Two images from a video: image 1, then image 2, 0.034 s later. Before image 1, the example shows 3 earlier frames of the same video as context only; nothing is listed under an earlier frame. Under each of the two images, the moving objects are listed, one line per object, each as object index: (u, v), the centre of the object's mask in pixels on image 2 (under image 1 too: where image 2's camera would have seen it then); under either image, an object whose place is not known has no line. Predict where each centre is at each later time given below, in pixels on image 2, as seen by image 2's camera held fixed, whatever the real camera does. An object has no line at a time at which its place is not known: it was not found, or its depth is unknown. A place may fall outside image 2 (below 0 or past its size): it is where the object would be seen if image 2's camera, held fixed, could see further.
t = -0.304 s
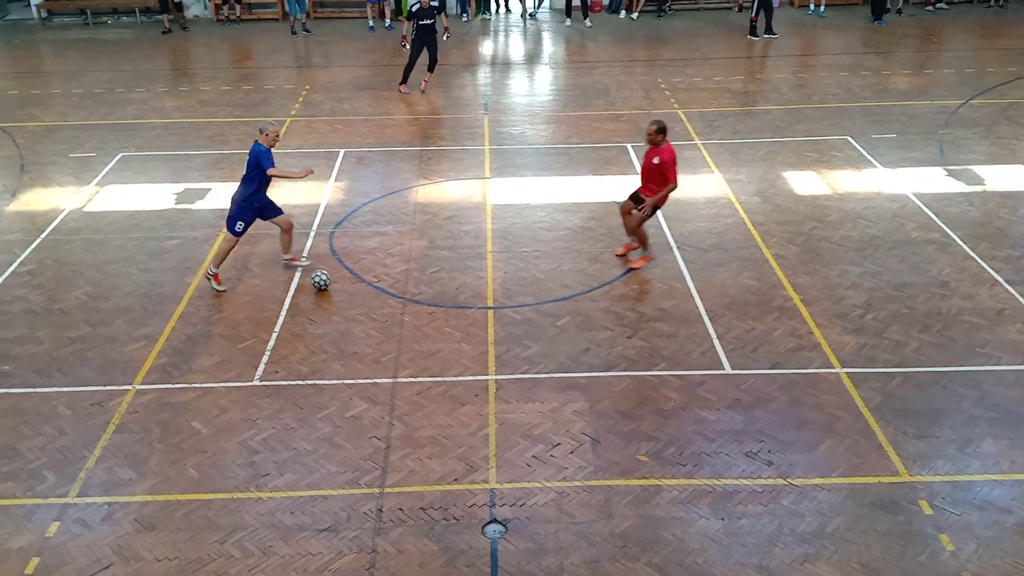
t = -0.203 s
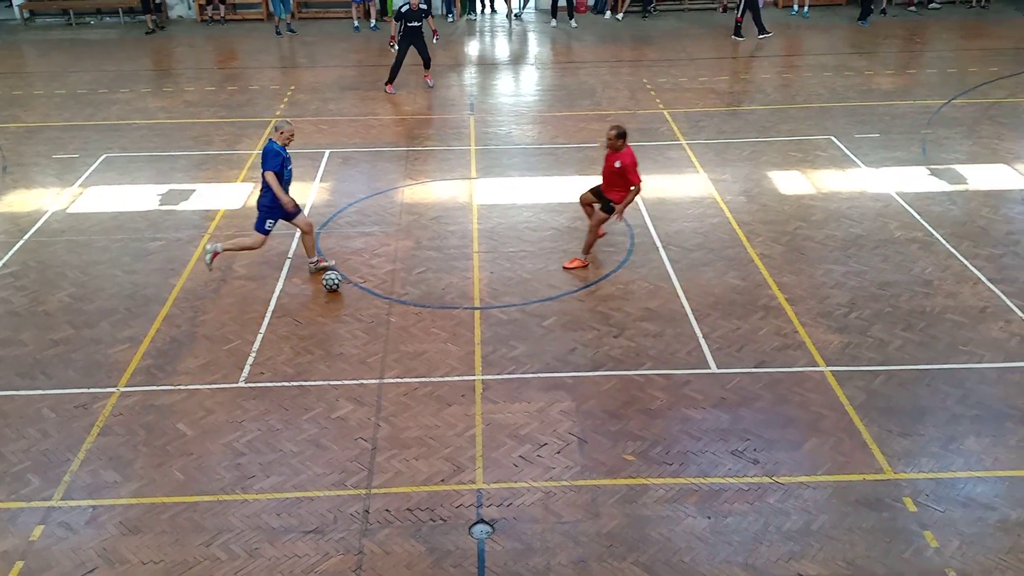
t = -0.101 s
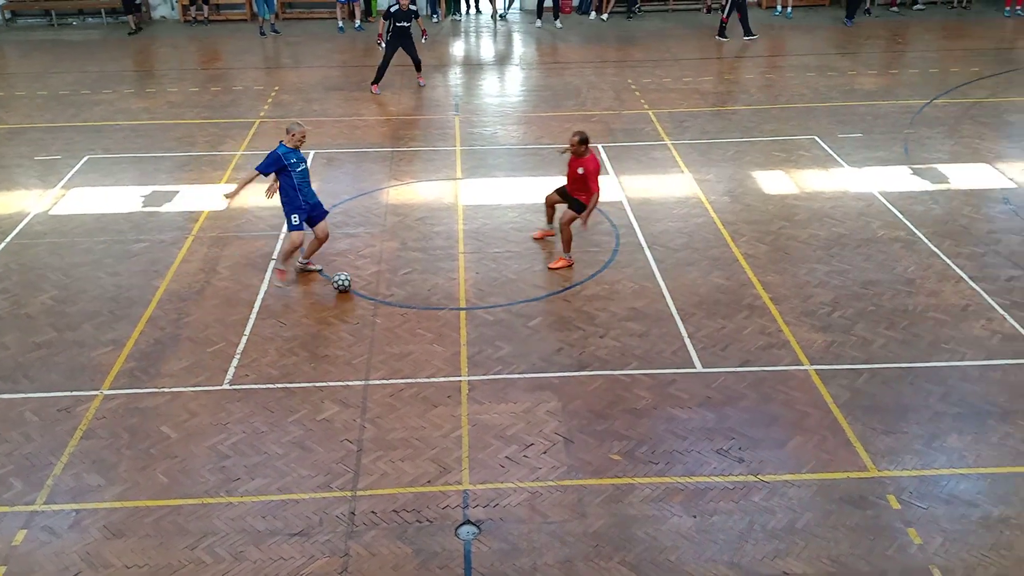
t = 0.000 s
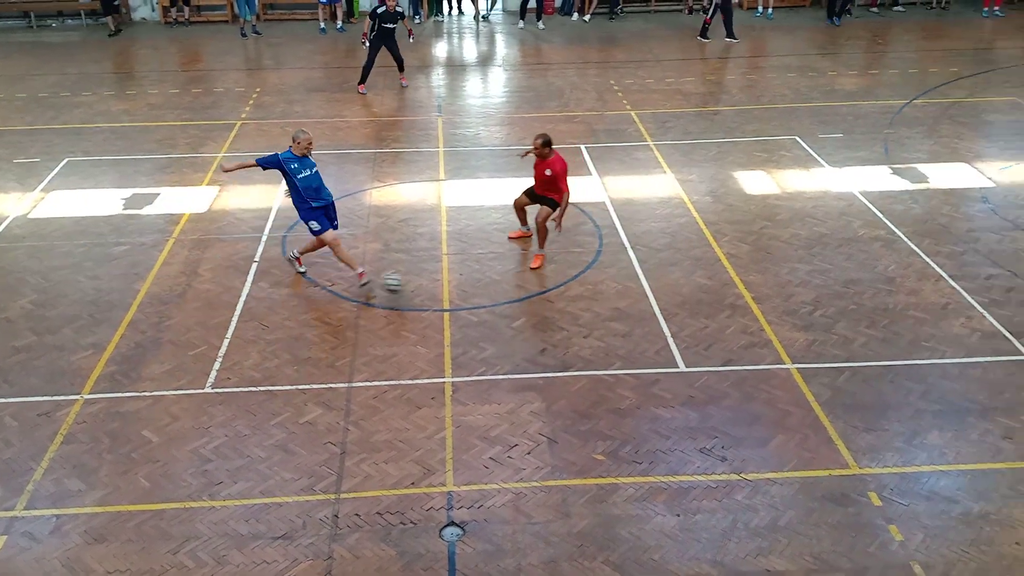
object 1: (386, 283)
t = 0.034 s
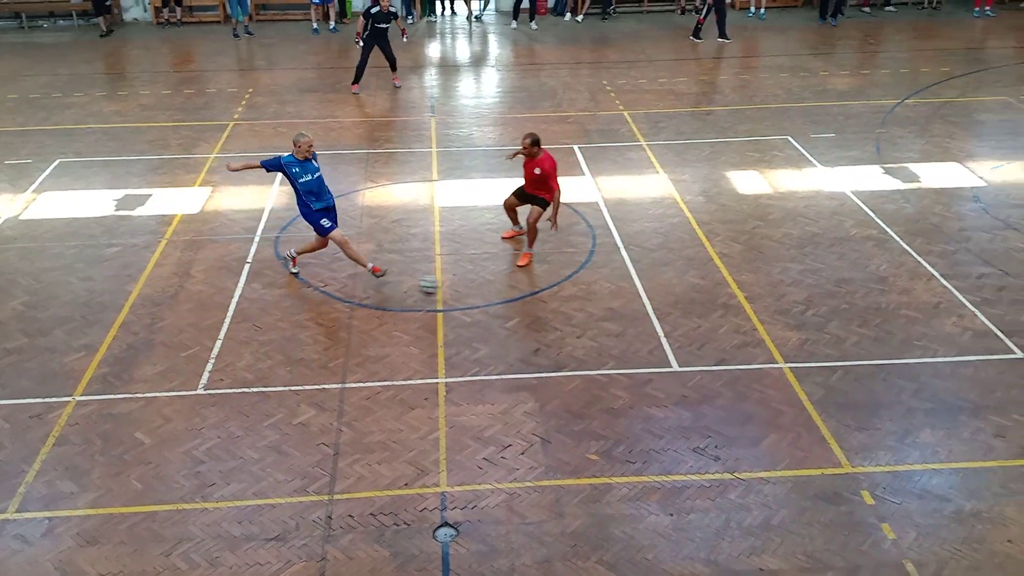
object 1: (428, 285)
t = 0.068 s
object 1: (473, 289)
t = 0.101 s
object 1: (517, 292)
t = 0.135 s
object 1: (562, 298)
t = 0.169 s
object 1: (608, 304)
